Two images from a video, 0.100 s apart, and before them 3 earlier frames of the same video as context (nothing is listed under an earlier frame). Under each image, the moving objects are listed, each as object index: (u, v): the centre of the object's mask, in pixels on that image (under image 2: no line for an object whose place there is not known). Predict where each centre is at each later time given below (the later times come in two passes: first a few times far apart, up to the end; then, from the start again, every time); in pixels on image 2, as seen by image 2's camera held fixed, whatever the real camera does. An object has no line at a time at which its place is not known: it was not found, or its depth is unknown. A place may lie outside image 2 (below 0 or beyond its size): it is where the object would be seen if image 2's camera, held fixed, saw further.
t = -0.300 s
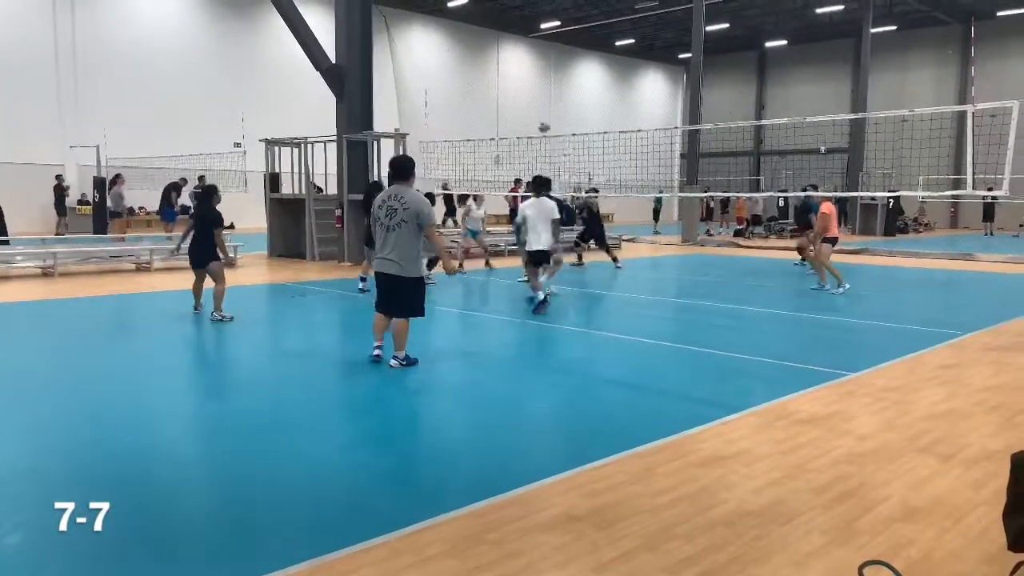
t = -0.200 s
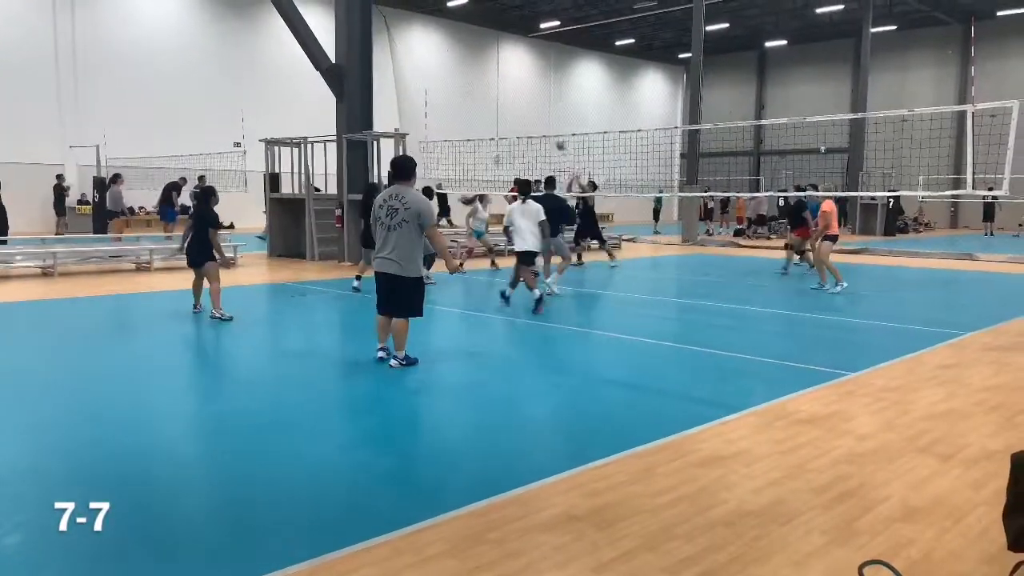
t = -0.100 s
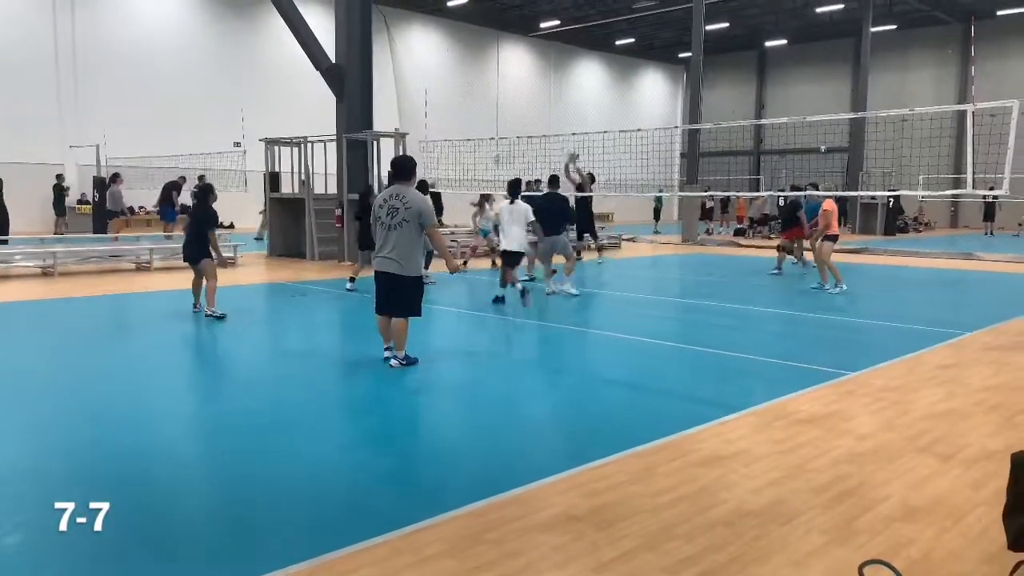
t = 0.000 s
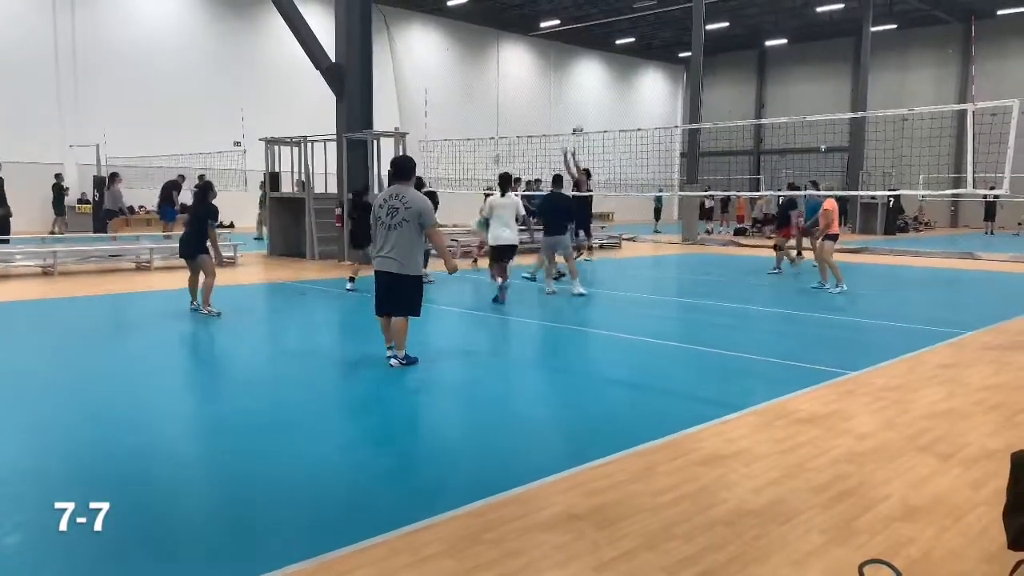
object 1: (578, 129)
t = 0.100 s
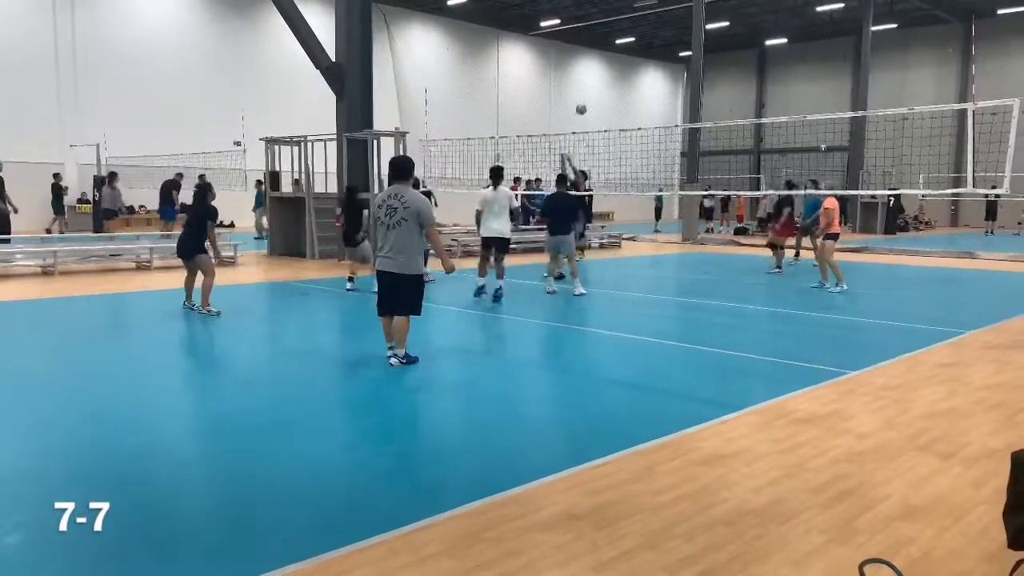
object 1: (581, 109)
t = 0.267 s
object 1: (586, 85)
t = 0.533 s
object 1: (593, 77)
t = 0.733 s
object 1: (597, 95)
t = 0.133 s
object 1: (581, 104)
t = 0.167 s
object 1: (583, 98)
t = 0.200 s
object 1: (584, 94)
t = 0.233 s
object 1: (585, 89)
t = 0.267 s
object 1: (586, 85)
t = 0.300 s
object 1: (587, 82)
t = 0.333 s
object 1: (588, 79)
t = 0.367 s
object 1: (589, 78)
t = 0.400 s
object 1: (590, 76)
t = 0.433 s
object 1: (591, 76)
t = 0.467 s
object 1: (591, 76)
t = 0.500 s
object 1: (592, 76)
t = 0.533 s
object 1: (593, 77)
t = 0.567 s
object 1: (594, 79)
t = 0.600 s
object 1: (594, 80)
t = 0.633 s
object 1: (595, 83)
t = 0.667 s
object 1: (596, 86)
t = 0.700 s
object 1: (597, 90)
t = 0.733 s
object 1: (597, 95)
